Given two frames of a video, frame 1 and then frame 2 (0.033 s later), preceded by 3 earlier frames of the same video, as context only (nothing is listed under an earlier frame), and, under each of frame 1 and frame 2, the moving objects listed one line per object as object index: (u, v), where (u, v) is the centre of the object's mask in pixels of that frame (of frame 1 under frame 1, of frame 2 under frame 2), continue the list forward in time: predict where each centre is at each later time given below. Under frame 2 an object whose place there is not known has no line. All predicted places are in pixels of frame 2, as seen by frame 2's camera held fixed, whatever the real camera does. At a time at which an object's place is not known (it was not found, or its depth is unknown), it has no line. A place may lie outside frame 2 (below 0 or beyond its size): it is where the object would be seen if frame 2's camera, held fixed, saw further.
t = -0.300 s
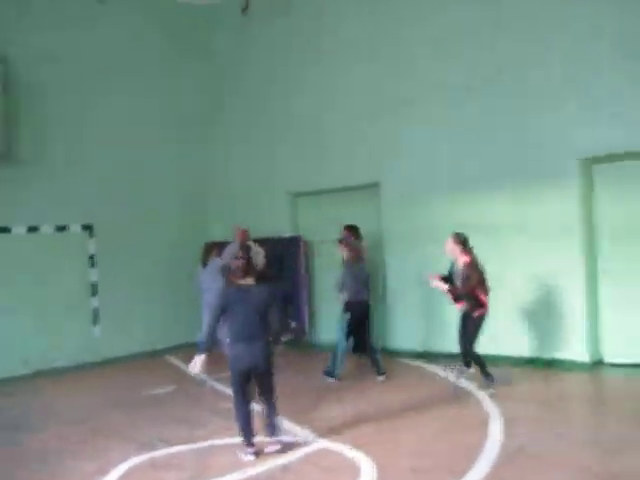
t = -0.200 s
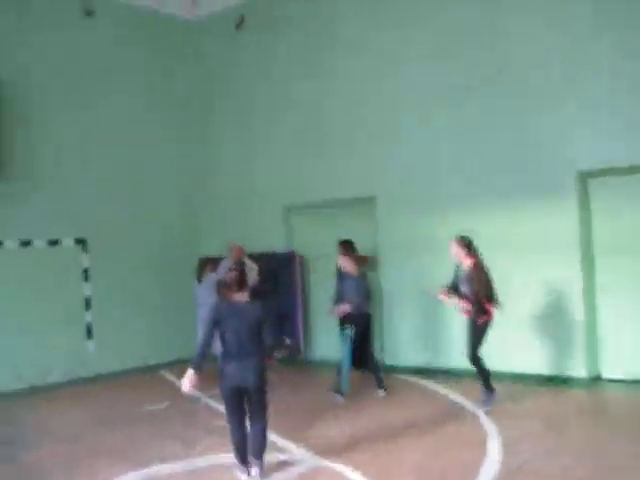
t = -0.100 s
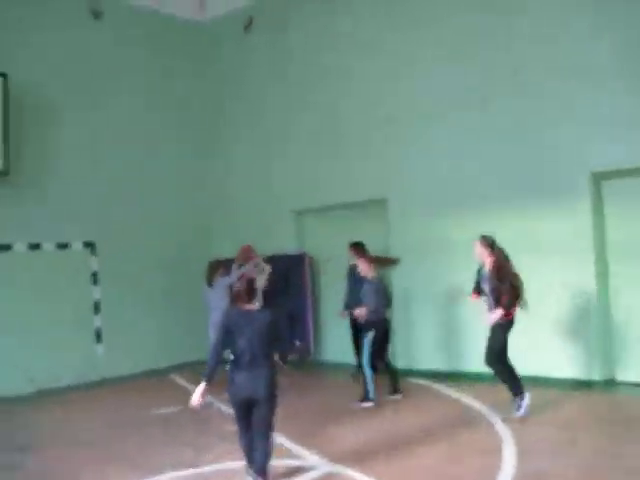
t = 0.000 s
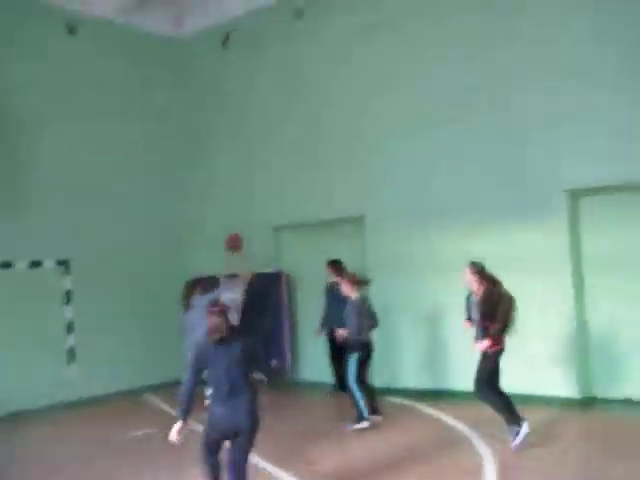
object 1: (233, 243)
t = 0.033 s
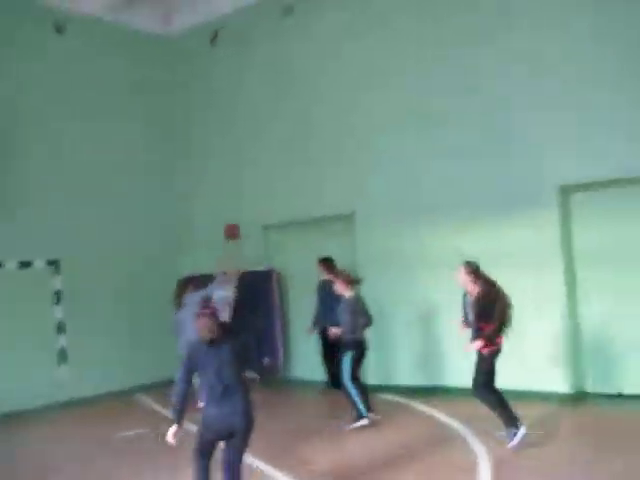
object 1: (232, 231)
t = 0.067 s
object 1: (237, 223)
